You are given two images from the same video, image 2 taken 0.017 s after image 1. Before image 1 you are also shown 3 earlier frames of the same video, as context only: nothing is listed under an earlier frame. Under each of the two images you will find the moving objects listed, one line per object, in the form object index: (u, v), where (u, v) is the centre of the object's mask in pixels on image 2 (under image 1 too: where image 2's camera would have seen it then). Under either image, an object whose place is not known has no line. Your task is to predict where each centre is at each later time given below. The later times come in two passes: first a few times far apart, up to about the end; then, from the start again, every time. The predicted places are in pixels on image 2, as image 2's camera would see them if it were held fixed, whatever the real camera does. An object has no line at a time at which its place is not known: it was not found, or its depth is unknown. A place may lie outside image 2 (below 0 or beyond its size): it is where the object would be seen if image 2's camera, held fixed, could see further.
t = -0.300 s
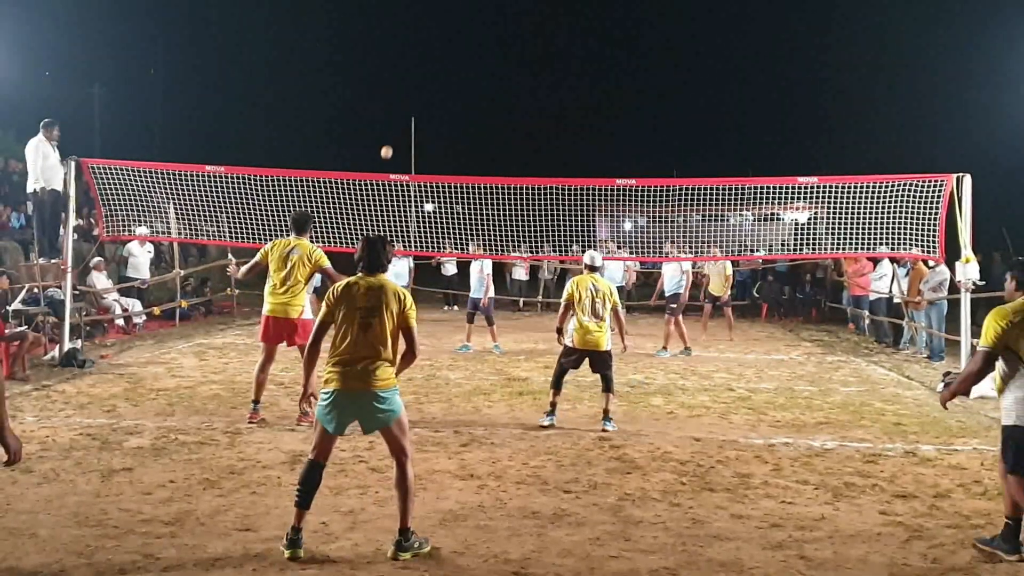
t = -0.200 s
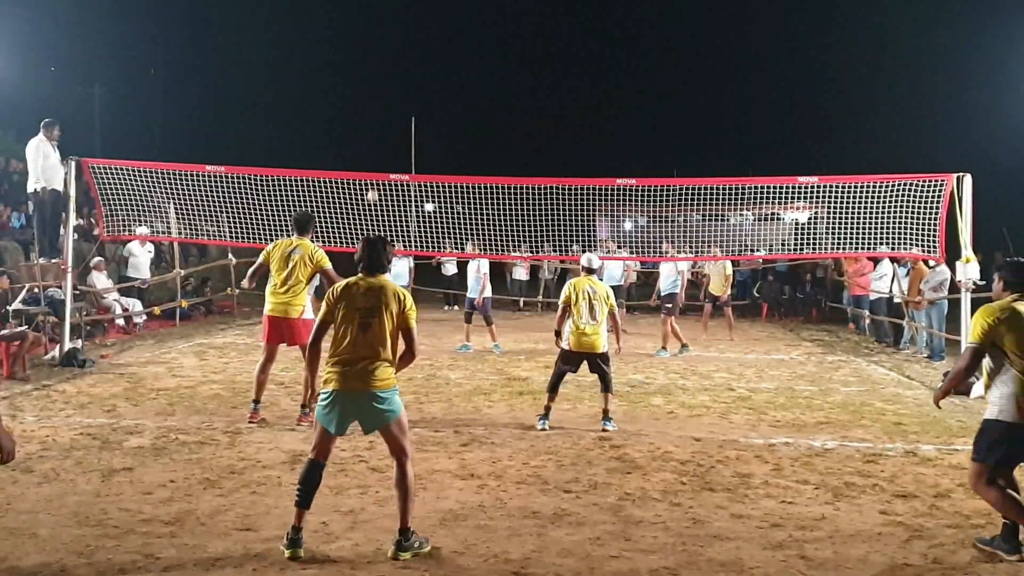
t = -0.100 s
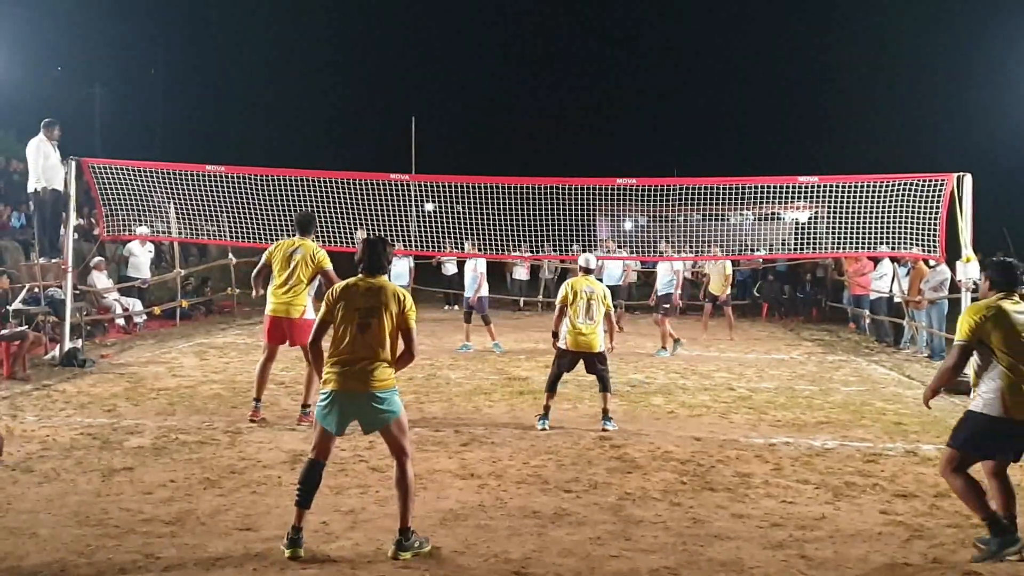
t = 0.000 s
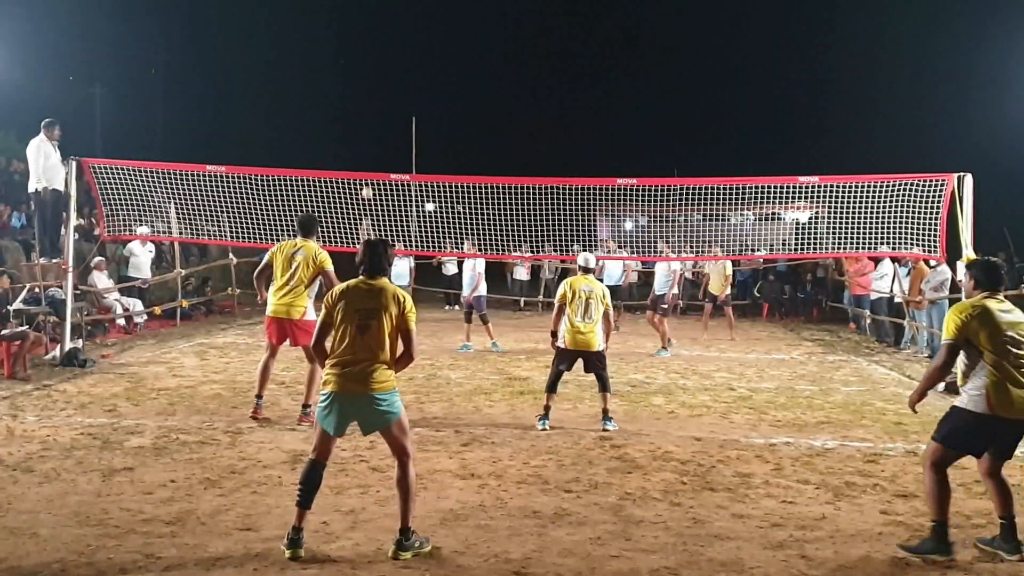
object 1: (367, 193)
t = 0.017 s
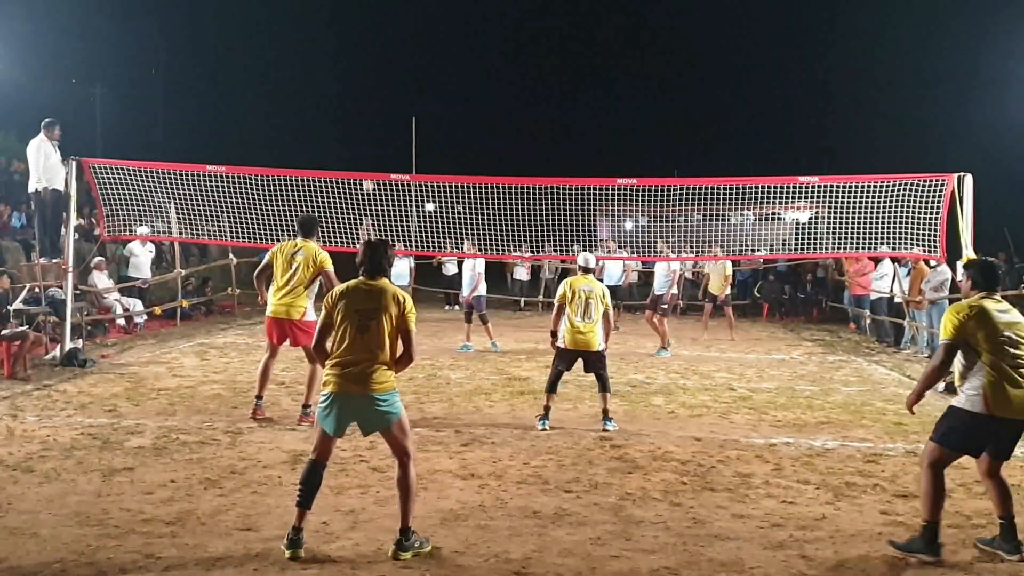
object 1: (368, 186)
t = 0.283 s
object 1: (387, 90)
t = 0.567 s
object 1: (414, 23)
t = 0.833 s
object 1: (447, 11)
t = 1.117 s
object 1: (493, 80)
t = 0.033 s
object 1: (369, 182)
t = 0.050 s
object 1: (370, 170)
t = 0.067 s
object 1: (371, 165)
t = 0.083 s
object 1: (373, 159)
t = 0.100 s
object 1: (374, 153)
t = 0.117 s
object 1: (375, 147)
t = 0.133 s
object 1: (376, 141)
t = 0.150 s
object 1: (377, 135)
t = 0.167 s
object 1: (378, 129)
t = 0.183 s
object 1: (380, 123)
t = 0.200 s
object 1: (381, 117)
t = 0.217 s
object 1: (382, 111)
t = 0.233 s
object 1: (383, 106)
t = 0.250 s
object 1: (385, 100)
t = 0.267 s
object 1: (386, 95)
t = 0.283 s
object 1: (387, 90)
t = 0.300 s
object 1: (389, 85)
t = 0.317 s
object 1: (390, 80)
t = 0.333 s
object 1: (391, 75)
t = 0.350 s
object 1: (393, 71)
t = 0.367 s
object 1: (394, 66)
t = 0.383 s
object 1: (396, 62)
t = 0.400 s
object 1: (397, 57)
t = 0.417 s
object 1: (399, 53)
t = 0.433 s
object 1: (400, 49)
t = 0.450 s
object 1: (402, 45)
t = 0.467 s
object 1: (404, 42)
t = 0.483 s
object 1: (405, 38)
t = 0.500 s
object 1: (407, 35)
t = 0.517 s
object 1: (409, 32)
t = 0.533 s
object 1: (410, 29)
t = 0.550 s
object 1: (412, 26)
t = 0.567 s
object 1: (414, 23)
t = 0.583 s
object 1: (416, 20)
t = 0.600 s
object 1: (418, 18)
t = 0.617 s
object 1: (419, 16)
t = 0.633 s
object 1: (421, 15)
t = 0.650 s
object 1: (423, 13)
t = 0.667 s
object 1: (425, 12)
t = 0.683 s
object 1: (427, 11)
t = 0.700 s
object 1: (429, 10)
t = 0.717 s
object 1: (431, 9)
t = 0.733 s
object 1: (433, 8)
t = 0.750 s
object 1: (436, 8)
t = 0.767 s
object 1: (438, 7)
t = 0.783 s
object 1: (440, 8)
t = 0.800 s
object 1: (442, 9)
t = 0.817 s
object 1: (444, 10)
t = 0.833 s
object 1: (447, 11)
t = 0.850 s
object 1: (449, 12)
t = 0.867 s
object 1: (451, 14)
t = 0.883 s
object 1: (454, 16)
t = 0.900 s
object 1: (456, 18)
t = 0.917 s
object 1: (459, 20)
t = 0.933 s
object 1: (461, 23)
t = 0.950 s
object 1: (464, 26)
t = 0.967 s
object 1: (467, 30)
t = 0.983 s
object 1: (469, 34)
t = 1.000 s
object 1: (472, 39)
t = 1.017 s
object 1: (475, 44)
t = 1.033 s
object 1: (478, 49)
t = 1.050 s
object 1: (480, 54)
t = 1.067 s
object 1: (483, 60)
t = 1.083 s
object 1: (486, 66)
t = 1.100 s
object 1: (489, 73)
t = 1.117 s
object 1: (493, 80)
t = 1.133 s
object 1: (496, 88)
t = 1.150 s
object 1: (499, 96)
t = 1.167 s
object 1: (502, 105)
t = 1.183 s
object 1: (505, 115)
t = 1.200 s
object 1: (509, 124)
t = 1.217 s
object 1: (512, 134)
